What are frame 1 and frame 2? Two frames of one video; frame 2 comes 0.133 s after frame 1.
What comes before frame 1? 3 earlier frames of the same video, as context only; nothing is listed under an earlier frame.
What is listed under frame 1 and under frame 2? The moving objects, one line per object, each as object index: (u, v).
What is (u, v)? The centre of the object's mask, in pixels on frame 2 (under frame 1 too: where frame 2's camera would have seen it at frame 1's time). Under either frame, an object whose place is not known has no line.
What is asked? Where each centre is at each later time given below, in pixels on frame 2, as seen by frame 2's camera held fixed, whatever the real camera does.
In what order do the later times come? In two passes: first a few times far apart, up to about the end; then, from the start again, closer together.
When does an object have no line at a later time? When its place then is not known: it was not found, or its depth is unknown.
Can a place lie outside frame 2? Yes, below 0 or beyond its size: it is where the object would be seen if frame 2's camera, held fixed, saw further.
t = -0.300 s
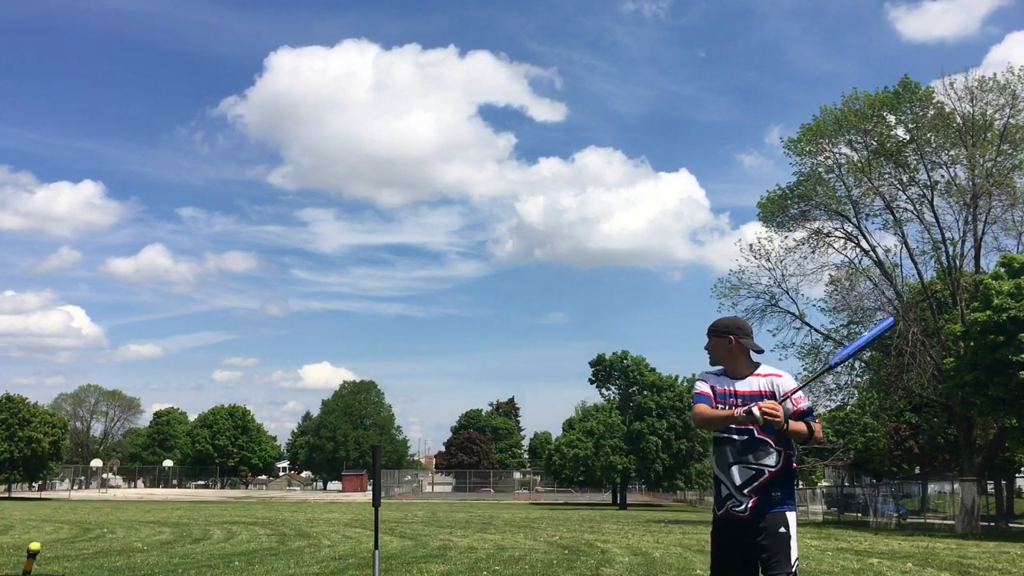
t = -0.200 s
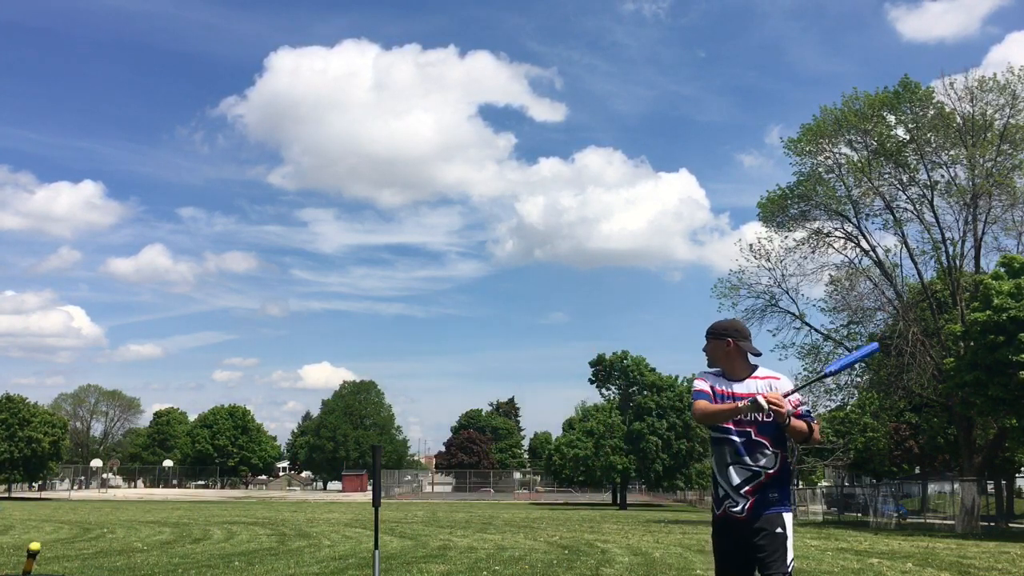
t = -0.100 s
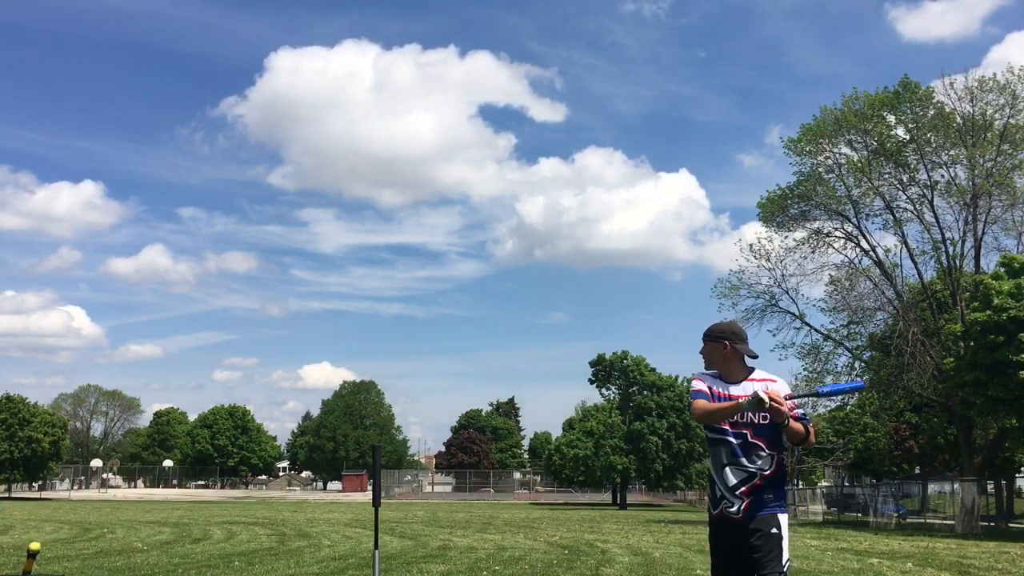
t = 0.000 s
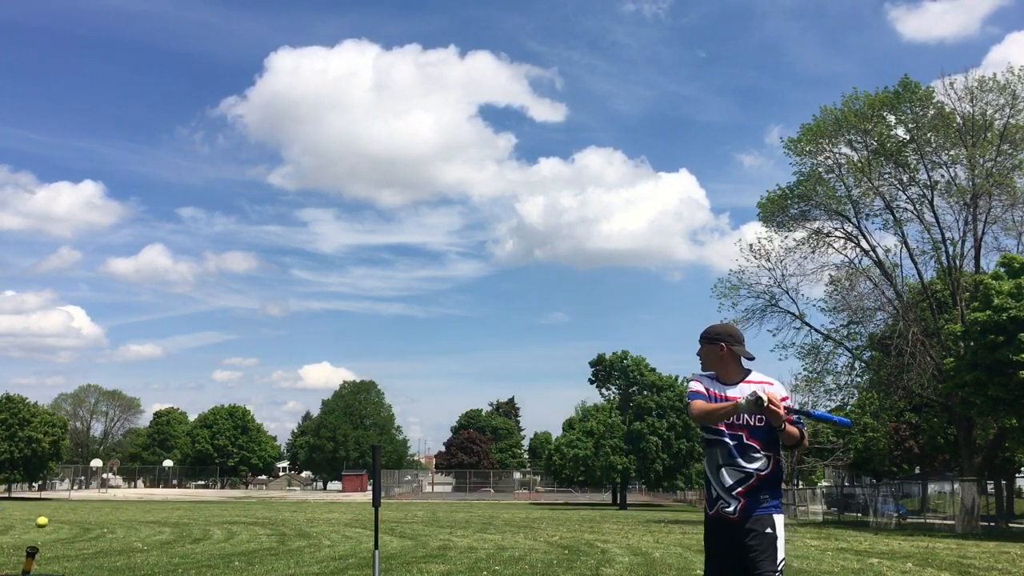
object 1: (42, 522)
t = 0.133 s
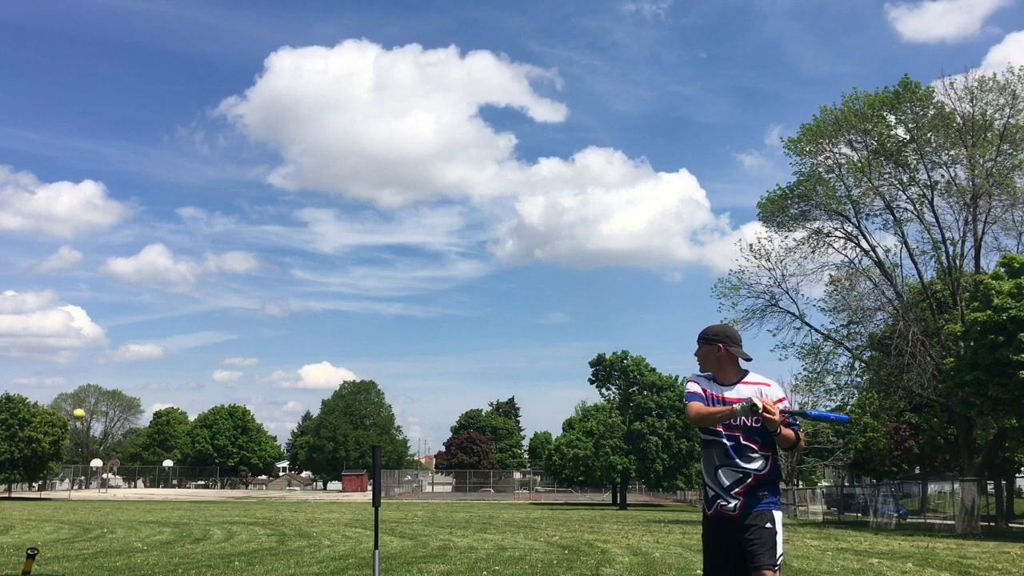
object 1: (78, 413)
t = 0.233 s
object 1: (105, 345)
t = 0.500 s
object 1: (177, 206)
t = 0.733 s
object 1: (243, 144)
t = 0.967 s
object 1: (315, 153)
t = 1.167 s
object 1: (387, 232)
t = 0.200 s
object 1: (96, 366)
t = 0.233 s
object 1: (105, 345)
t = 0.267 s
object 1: (114, 323)
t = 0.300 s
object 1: (123, 303)
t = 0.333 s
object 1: (132, 284)
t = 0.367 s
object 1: (141, 266)
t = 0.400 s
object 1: (150, 249)
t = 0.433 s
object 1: (159, 234)
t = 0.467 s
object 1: (168, 219)
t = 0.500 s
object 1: (177, 206)
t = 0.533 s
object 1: (187, 193)
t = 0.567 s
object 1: (196, 182)
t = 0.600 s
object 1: (205, 172)
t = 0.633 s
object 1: (214, 163)
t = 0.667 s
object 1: (224, 155)
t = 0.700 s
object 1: (233, 149)
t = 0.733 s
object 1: (243, 144)
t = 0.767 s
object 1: (253, 141)
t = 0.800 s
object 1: (263, 139)
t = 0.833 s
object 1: (273, 138)
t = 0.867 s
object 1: (283, 139)
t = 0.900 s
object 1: (293, 142)
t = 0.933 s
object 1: (304, 147)
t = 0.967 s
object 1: (315, 153)
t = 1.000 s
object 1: (326, 161)
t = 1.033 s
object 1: (338, 171)
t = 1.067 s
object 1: (350, 183)
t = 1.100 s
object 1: (361, 197)
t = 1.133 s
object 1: (374, 214)
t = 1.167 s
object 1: (387, 232)
